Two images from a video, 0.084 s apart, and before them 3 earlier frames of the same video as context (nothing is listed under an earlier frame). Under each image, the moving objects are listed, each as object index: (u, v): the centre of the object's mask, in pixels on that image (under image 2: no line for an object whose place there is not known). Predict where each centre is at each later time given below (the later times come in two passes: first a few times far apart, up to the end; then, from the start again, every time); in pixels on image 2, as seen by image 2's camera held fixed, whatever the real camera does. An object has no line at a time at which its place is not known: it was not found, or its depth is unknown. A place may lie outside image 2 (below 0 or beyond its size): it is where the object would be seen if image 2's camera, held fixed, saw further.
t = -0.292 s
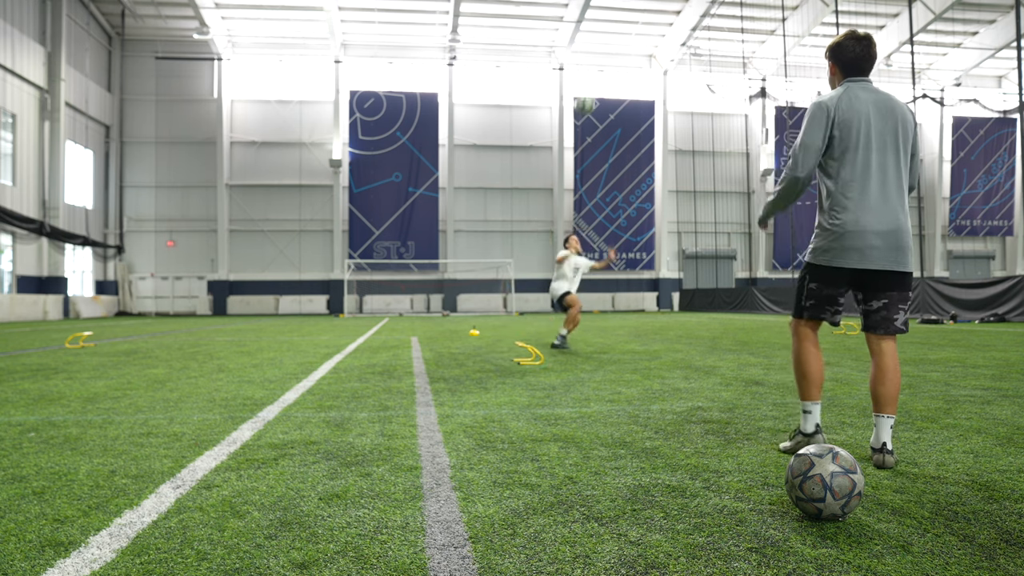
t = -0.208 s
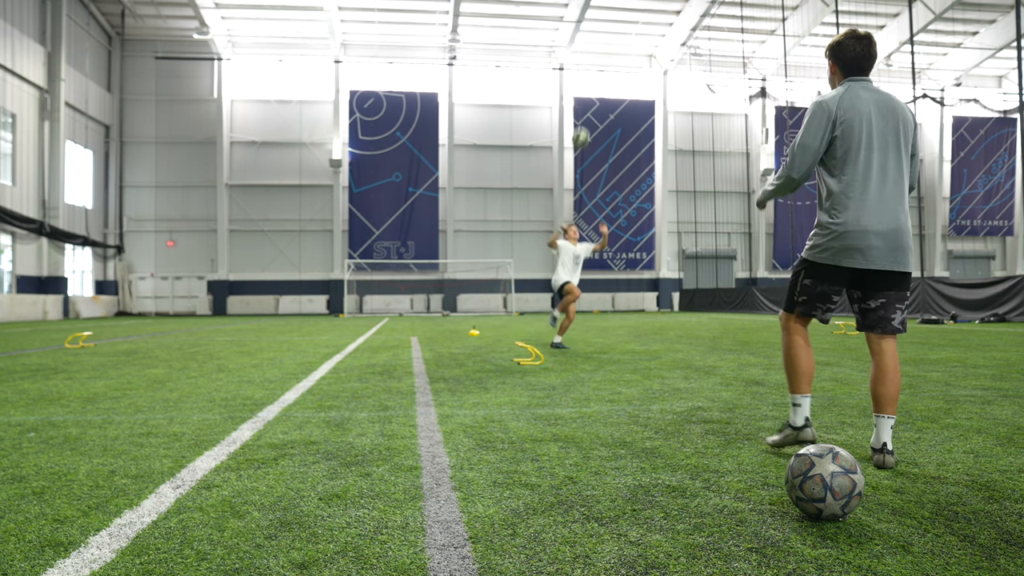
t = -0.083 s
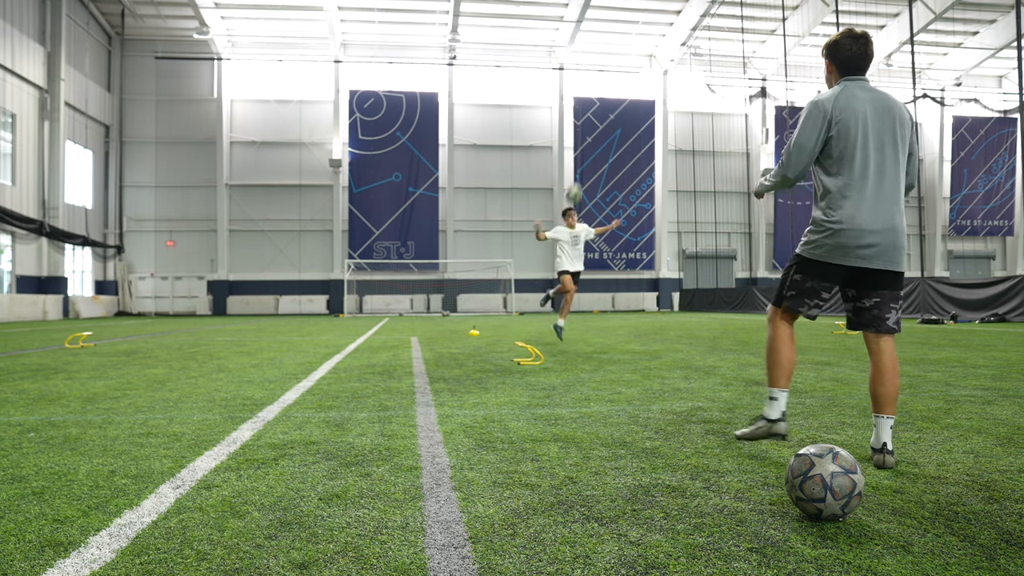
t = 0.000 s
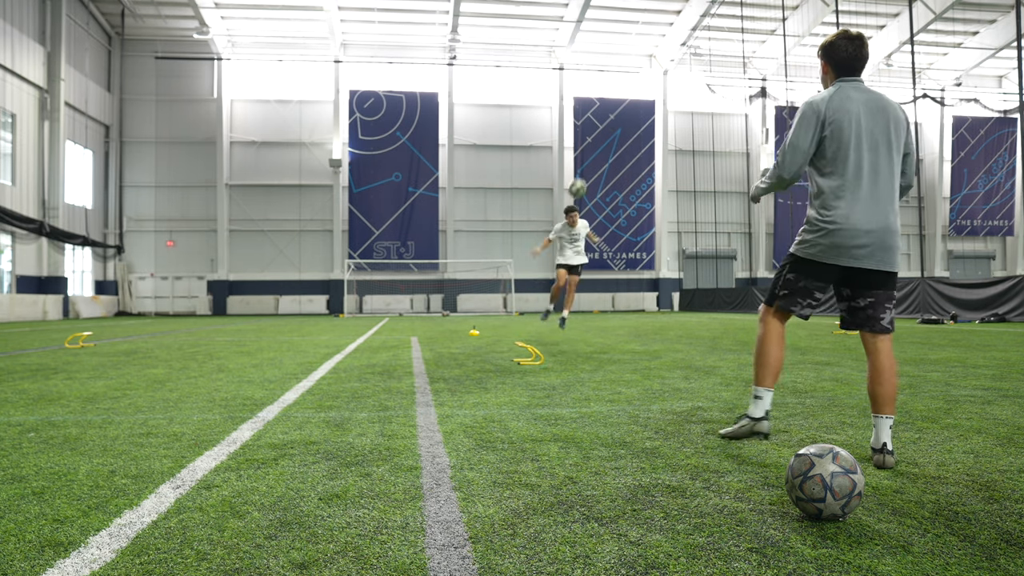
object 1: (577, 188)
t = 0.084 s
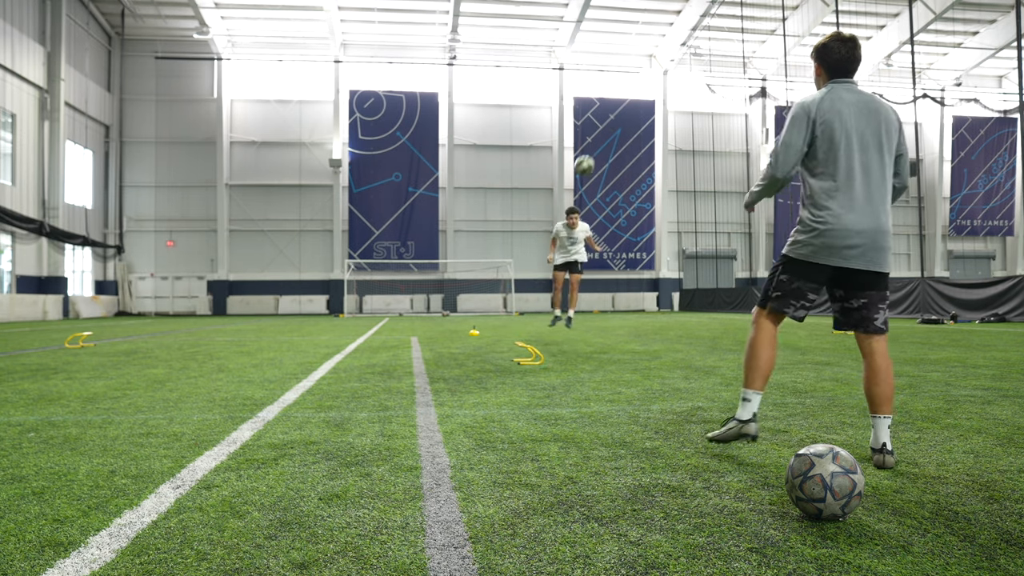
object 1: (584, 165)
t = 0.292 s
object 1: (607, 126)
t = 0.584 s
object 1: (655, 138)
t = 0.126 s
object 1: (588, 155)
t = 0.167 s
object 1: (593, 146)
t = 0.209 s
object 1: (597, 138)
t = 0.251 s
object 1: (602, 131)
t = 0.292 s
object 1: (607, 126)
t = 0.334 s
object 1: (612, 122)
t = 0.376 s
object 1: (618, 119)
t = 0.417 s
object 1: (624, 119)
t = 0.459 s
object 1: (631, 120)
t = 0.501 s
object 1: (639, 124)
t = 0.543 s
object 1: (646, 129)
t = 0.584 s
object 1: (655, 138)
